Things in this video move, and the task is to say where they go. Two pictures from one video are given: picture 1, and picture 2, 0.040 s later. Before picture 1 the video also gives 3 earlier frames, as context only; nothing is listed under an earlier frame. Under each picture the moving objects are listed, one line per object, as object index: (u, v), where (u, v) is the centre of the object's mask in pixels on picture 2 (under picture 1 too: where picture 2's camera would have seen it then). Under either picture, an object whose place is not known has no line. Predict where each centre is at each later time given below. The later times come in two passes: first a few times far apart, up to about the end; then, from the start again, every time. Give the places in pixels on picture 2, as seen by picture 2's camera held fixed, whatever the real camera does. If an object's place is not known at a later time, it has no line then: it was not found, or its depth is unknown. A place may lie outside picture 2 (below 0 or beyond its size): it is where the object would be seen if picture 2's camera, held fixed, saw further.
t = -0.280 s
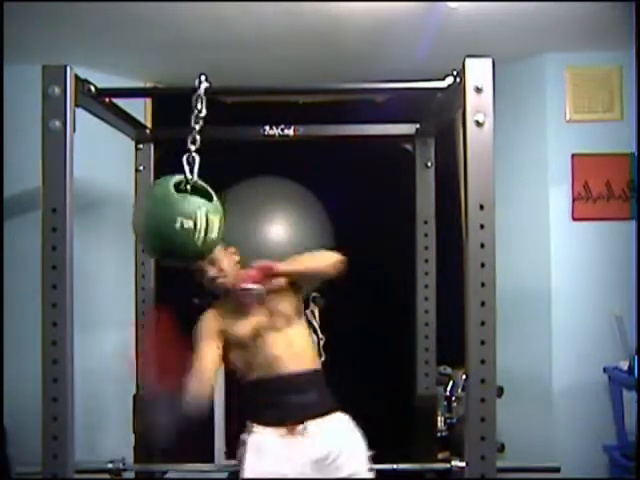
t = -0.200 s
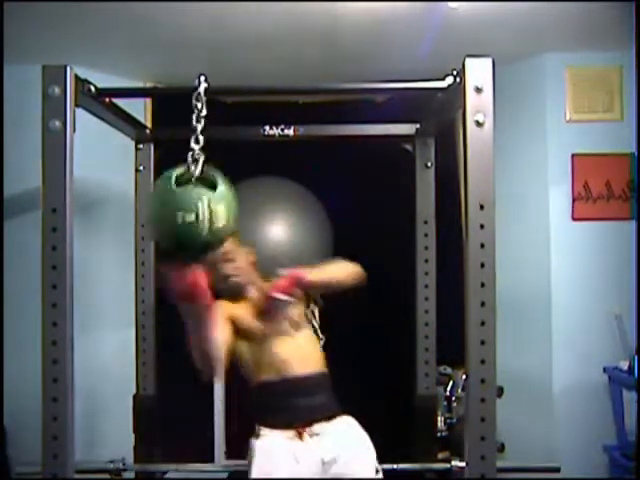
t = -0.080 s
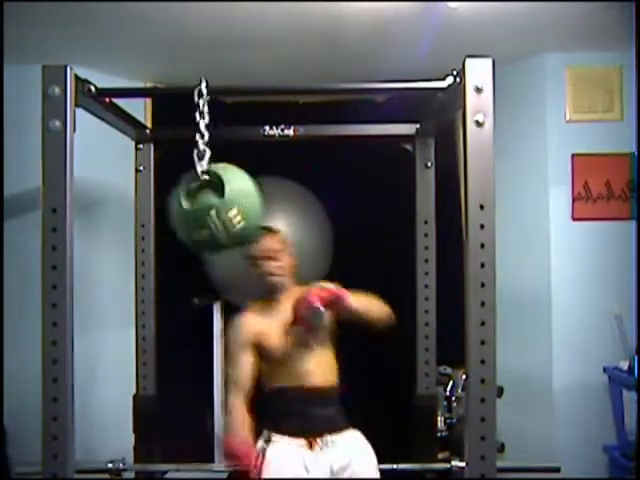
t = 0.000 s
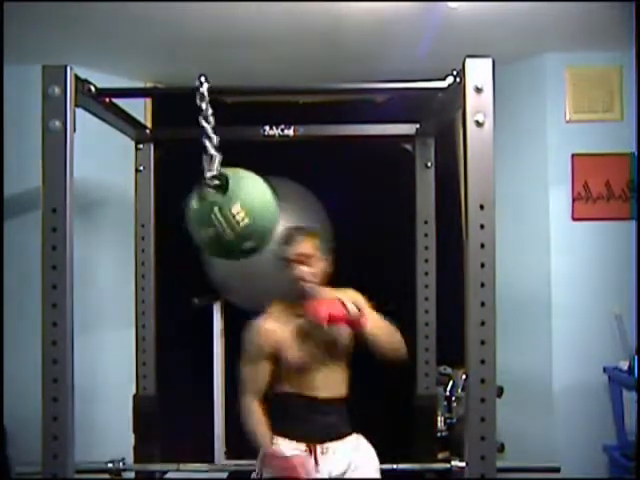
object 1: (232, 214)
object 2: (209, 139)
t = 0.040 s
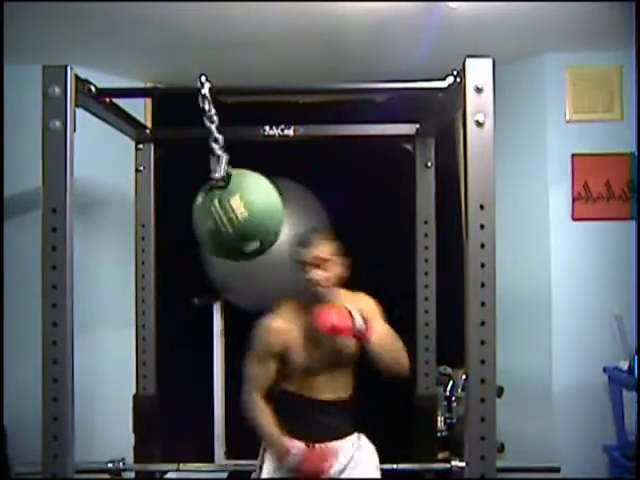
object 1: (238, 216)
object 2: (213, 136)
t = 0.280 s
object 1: (240, 218)
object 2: (223, 129)
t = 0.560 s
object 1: (210, 219)
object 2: (218, 126)
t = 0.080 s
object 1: (242, 214)
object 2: (216, 129)
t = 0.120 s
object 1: (244, 212)
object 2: (219, 124)
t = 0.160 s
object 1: (244, 212)
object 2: (222, 122)
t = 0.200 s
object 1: (244, 215)
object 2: (224, 124)
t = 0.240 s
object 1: (242, 218)
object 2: (225, 127)
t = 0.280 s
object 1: (240, 218)
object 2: (223, 129)
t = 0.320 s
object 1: (238, 218)
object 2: (222, 129)
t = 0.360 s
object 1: (234, 218)
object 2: (221, 128)
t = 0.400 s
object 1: (230, 218)
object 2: (221, 128)
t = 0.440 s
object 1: (225, 219)
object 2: (222, 128)
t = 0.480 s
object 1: (220, 219)
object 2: (222, 125)
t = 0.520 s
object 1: (215, 220)
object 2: (220, 126)
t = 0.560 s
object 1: (210, 219)
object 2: (218, 126)
